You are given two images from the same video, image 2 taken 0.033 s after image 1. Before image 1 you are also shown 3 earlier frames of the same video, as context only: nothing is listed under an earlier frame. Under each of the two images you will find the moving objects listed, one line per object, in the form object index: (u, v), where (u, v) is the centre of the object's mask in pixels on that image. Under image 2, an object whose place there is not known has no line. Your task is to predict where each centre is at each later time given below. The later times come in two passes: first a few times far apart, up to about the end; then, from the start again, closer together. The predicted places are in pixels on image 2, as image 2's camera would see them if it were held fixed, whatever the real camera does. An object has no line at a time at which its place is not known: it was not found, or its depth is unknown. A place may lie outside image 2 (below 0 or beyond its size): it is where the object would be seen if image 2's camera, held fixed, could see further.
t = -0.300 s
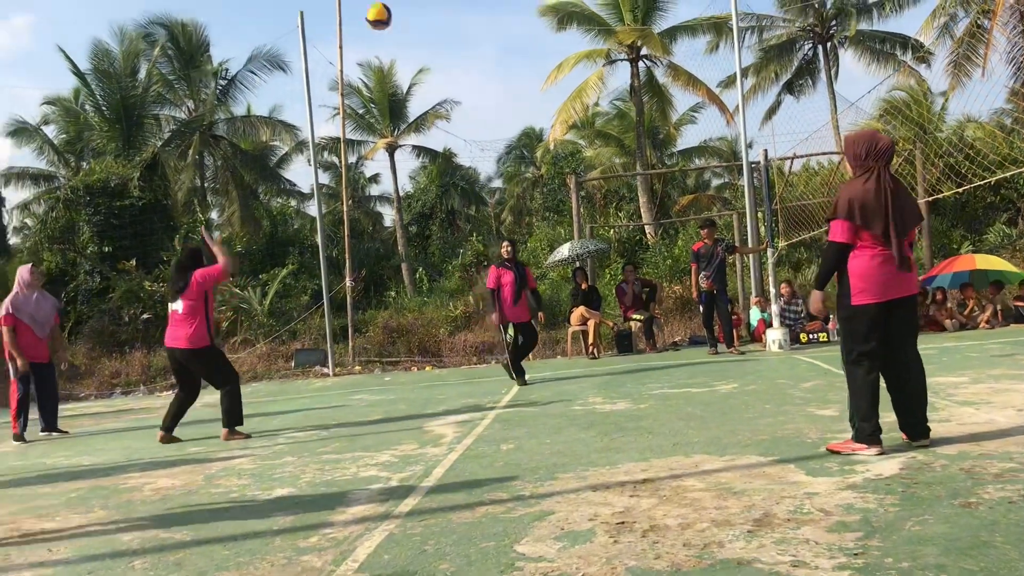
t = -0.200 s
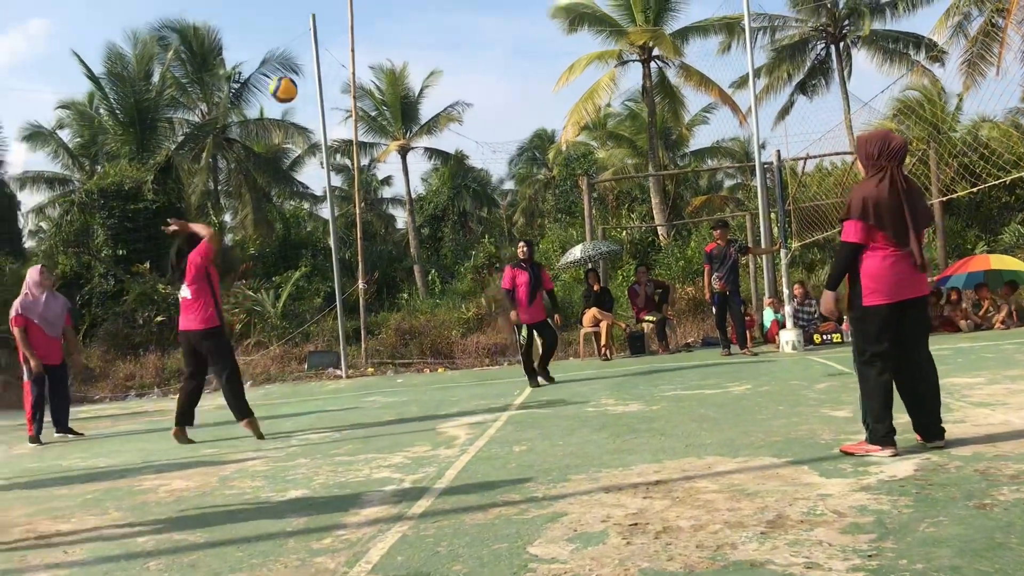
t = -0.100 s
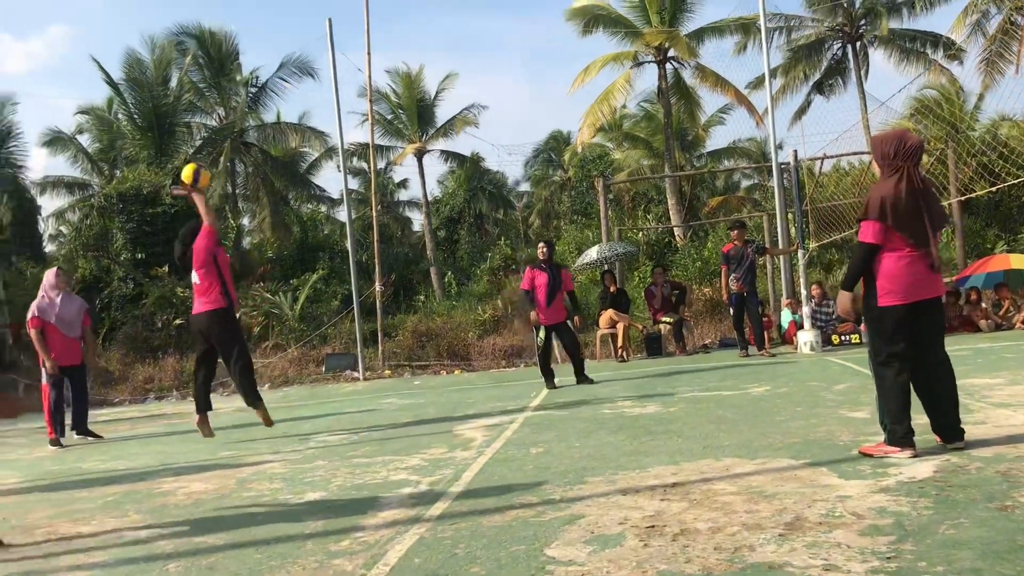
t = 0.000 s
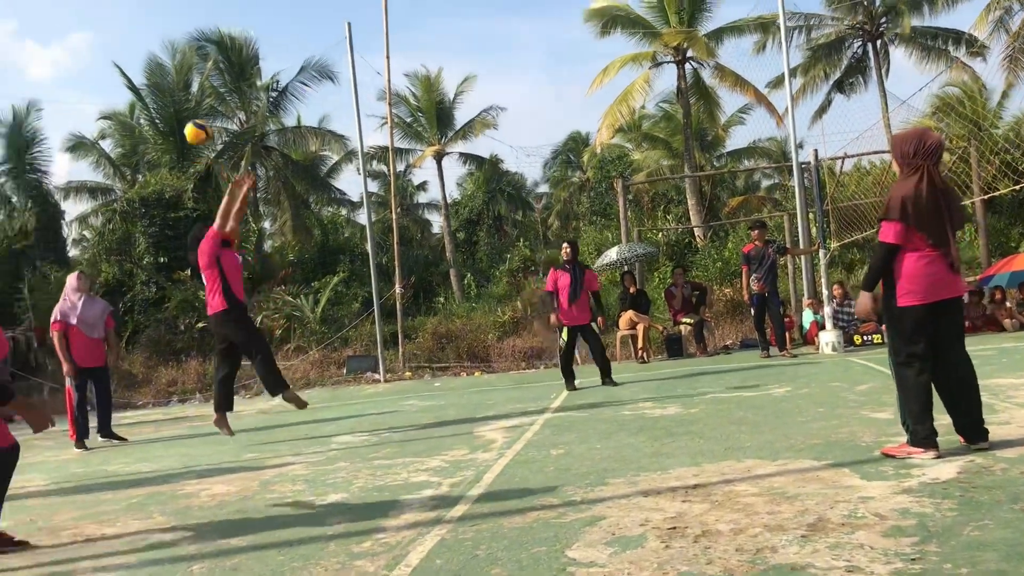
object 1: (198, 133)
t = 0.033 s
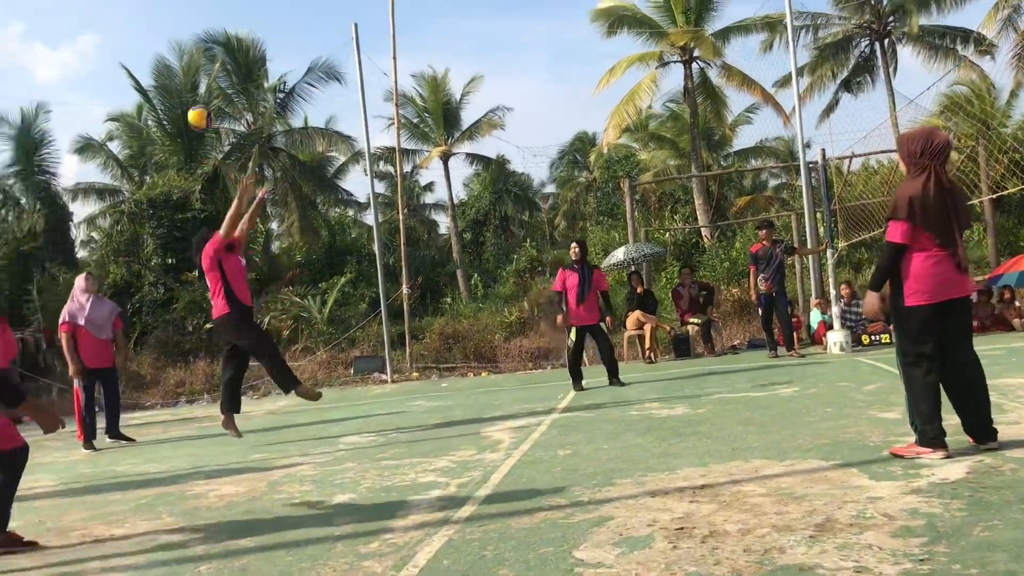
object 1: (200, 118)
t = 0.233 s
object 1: (173, 53)
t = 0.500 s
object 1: (144, 42)
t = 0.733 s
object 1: (128, 98)
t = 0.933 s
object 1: (120, 190)
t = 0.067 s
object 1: (195, 105)
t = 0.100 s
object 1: (191, 91)
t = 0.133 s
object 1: (186, 80)
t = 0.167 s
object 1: (182, 69)
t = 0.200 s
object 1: (176, 61)
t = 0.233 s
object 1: (173, 53)
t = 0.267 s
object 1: (168, 47)
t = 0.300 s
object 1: (165, 43)
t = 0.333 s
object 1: (161, 40)
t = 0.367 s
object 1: (157, 38)
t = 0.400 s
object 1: (154, 37)
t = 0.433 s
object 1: (150, 38)
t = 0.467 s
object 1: (147, 39)
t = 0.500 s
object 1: (144, 42)
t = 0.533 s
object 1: (141, 47)
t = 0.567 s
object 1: (138, 53)
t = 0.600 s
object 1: (135, 59)
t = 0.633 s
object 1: (133, 67)
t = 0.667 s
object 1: (131, 76)
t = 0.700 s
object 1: (129, 86)
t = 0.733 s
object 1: (128, 98)
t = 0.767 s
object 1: (127, 111)
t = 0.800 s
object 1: (124, 124)
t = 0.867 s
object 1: (123, 156)
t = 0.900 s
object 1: (121, 171)
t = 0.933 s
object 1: (120, 190)
